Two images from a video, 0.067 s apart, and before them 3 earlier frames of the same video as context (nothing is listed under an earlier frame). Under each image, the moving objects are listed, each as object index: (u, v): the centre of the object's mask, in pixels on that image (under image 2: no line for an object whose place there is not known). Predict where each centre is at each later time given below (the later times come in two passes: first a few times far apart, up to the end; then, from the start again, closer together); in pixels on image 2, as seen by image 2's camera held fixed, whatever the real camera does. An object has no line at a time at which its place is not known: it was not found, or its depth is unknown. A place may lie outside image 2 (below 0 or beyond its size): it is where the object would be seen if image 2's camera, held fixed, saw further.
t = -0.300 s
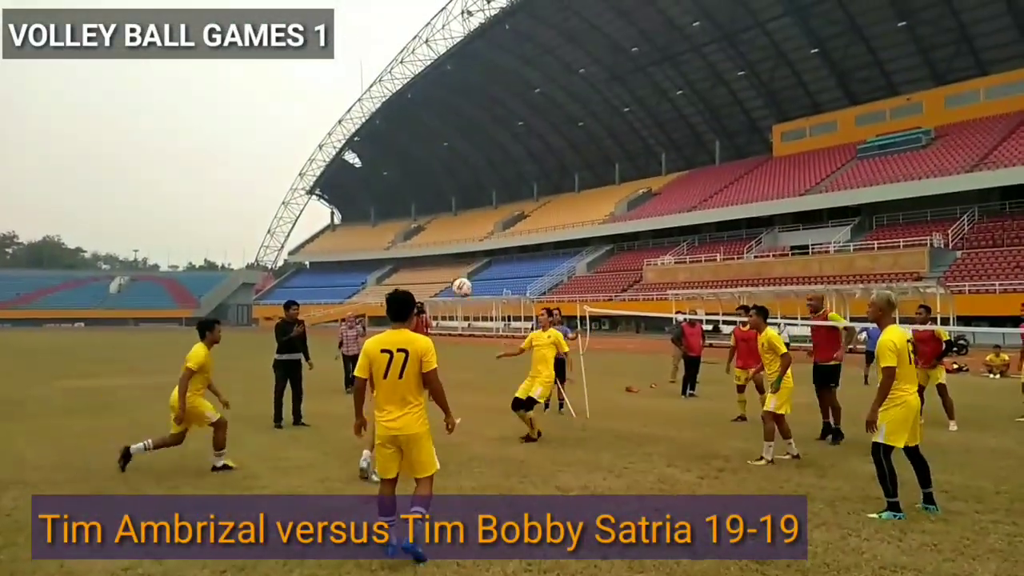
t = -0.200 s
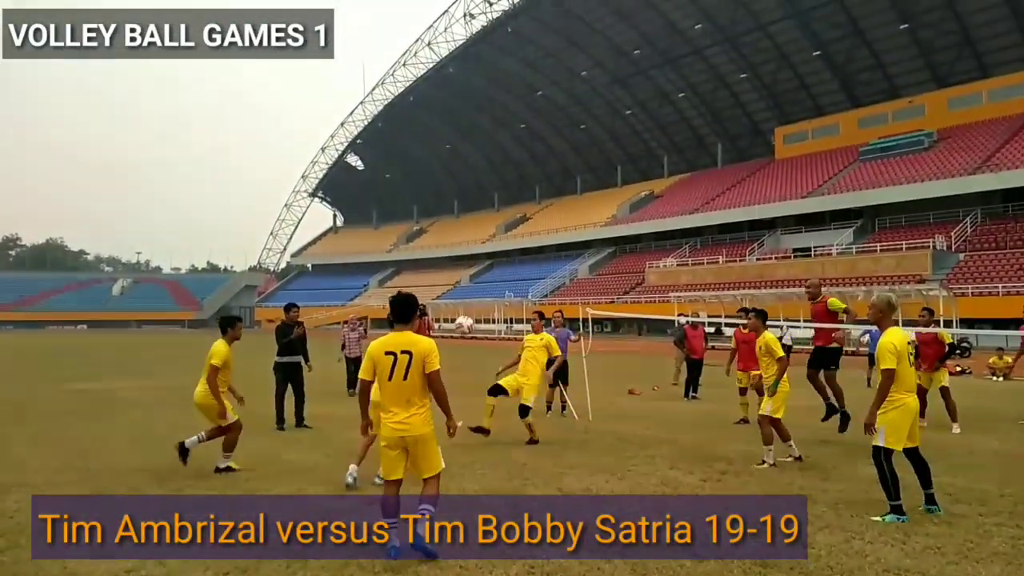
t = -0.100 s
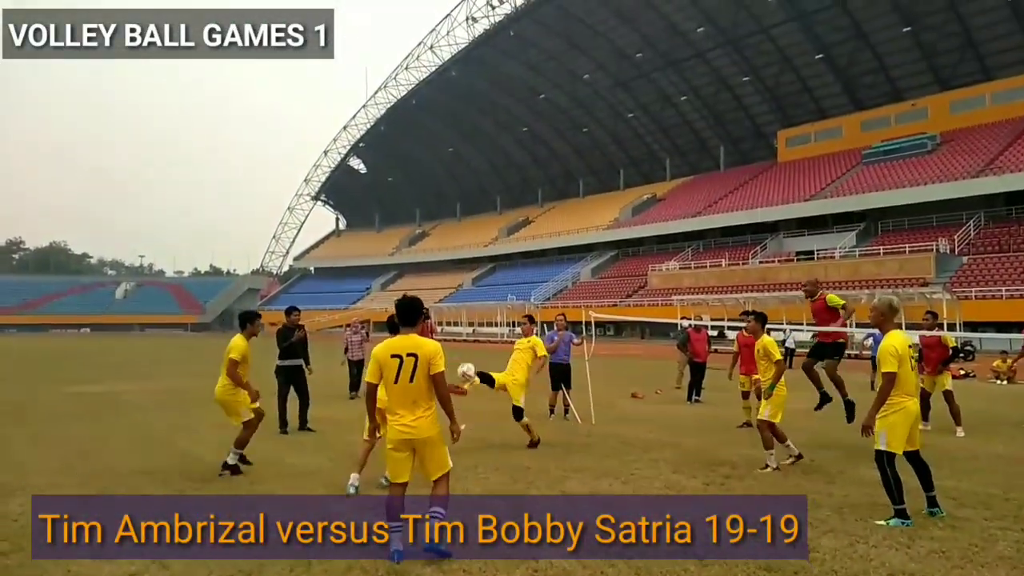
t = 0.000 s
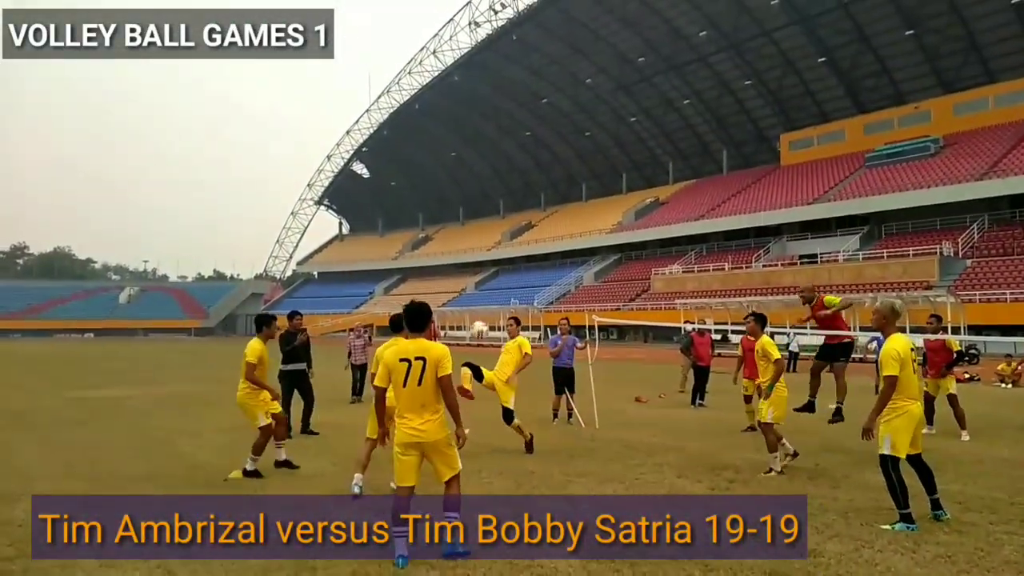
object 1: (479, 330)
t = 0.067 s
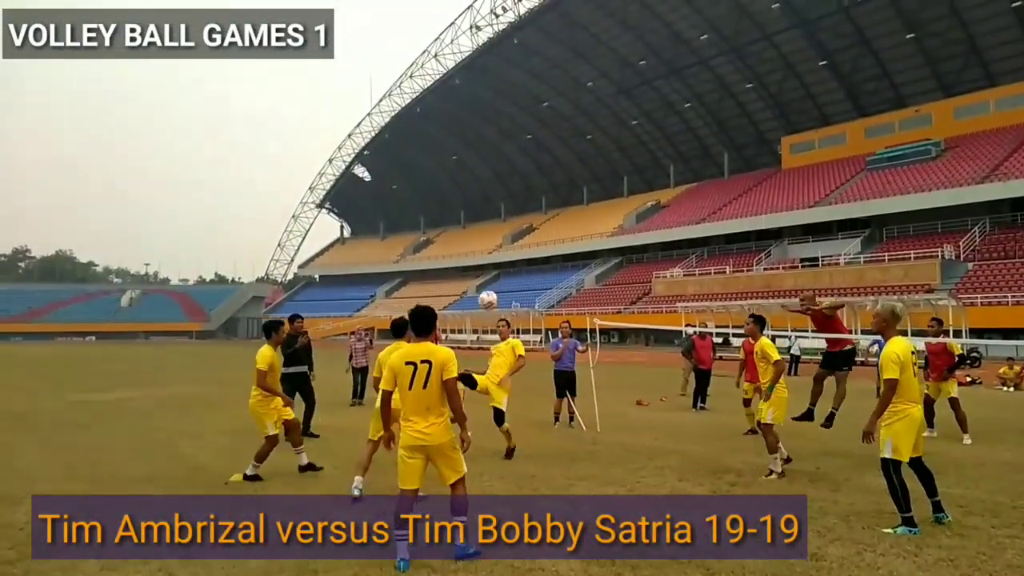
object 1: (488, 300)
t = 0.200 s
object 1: (503, 242)
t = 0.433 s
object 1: (532, 177)
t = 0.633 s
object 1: (558, 157)
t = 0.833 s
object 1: (587, 173)
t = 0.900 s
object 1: (597, 187)
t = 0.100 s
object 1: (492, 284)
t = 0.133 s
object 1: (495, 270)
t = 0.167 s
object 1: (499, 256)
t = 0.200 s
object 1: (503, 242)
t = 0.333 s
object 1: (519, 199)
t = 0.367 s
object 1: (523, 191)
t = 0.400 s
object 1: (527, 183)
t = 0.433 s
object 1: (532, 177)
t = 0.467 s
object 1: (536, 171)
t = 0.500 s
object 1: (540, 166)
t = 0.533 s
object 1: (545, 162)
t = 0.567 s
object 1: (549, 159)
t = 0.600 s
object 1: (554, 158)
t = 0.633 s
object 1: (558, 157)
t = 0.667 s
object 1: (562, 157)
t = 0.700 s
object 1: (567, 158)
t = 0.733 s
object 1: (572, 160)
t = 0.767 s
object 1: (577, 163)
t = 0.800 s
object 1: (581, 167)
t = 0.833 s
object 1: (587, 173)
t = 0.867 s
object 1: (592, 180)
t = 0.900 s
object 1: (597, 187)
